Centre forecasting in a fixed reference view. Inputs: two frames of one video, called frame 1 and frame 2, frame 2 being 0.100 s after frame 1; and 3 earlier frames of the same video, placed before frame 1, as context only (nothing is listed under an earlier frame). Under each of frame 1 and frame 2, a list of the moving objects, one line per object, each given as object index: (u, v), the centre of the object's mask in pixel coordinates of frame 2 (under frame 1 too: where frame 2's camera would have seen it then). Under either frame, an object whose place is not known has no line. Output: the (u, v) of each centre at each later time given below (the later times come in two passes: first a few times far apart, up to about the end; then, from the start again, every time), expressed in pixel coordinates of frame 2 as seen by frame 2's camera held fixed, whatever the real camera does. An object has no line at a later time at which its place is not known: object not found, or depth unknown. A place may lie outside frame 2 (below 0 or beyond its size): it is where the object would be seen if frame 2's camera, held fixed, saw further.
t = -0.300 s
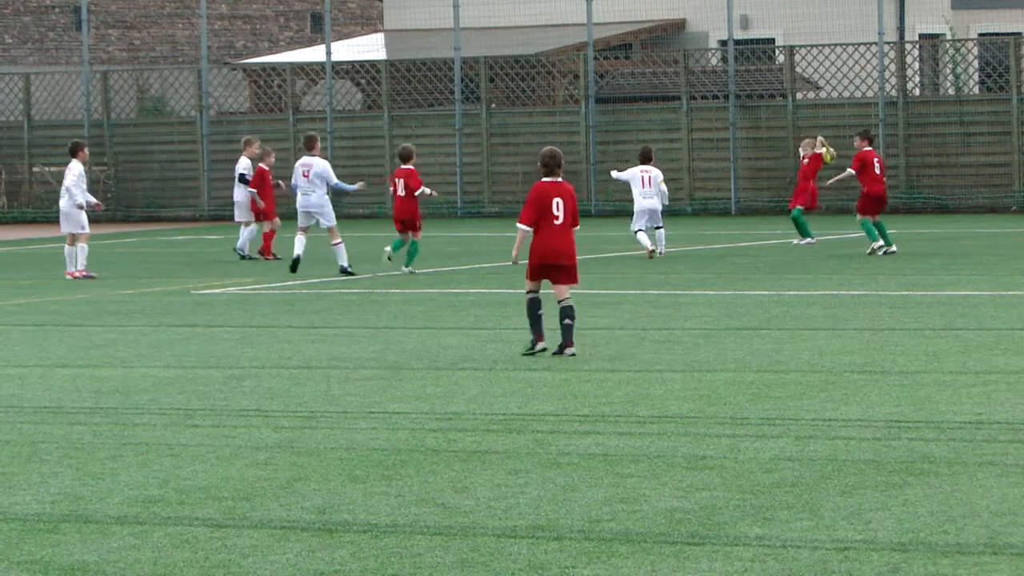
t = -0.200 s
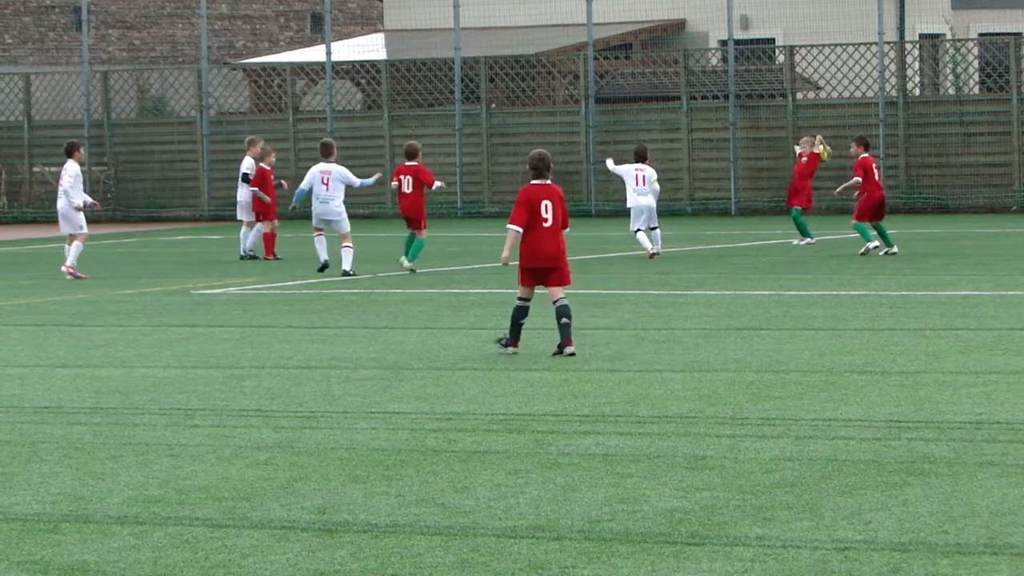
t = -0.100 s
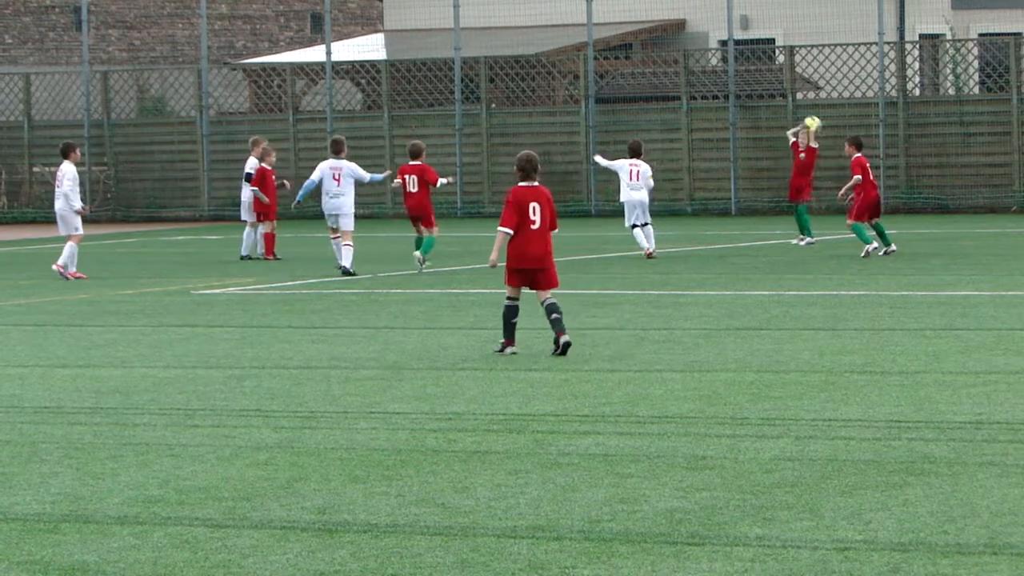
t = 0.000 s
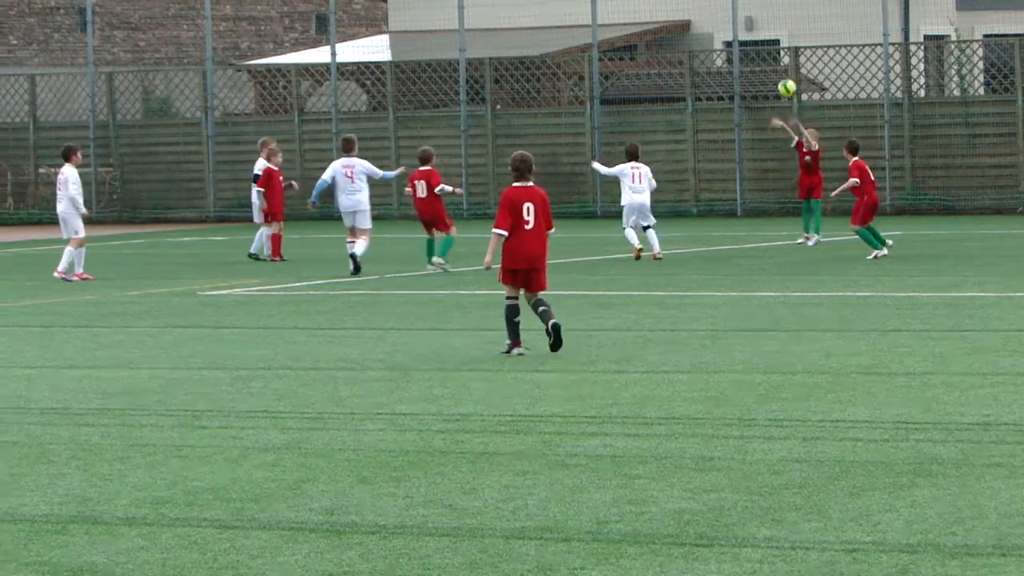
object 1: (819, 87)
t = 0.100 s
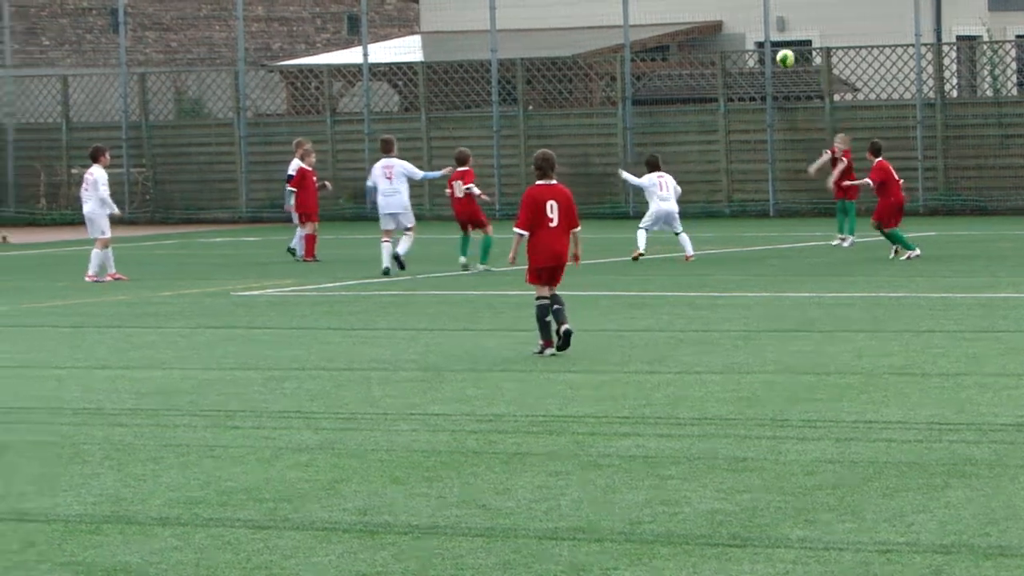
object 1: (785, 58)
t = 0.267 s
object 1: (728, 27)
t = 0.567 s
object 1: (627, 26)
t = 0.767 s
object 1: (559, 67)
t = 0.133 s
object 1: (774, 50)
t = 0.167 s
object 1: (762, 43)
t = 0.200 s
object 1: (751, 37)
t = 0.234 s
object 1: (739, 32)
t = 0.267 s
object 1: (728, 27)
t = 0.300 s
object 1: (716, 24)
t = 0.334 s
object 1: (705, 20)
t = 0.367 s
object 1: (694, 19)
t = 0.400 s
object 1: (682, 18)
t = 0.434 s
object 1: (671, 18)
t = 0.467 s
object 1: (660, 19)
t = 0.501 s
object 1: (649, 20)
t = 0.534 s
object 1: (638, 22)
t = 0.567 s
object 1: (627, 26)
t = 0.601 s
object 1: (615, 31)
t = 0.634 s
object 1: (604, 36)
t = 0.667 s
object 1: (593, 42)
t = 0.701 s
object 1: (582, 49)
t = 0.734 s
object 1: (571, 58)
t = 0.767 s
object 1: (559, 67)
